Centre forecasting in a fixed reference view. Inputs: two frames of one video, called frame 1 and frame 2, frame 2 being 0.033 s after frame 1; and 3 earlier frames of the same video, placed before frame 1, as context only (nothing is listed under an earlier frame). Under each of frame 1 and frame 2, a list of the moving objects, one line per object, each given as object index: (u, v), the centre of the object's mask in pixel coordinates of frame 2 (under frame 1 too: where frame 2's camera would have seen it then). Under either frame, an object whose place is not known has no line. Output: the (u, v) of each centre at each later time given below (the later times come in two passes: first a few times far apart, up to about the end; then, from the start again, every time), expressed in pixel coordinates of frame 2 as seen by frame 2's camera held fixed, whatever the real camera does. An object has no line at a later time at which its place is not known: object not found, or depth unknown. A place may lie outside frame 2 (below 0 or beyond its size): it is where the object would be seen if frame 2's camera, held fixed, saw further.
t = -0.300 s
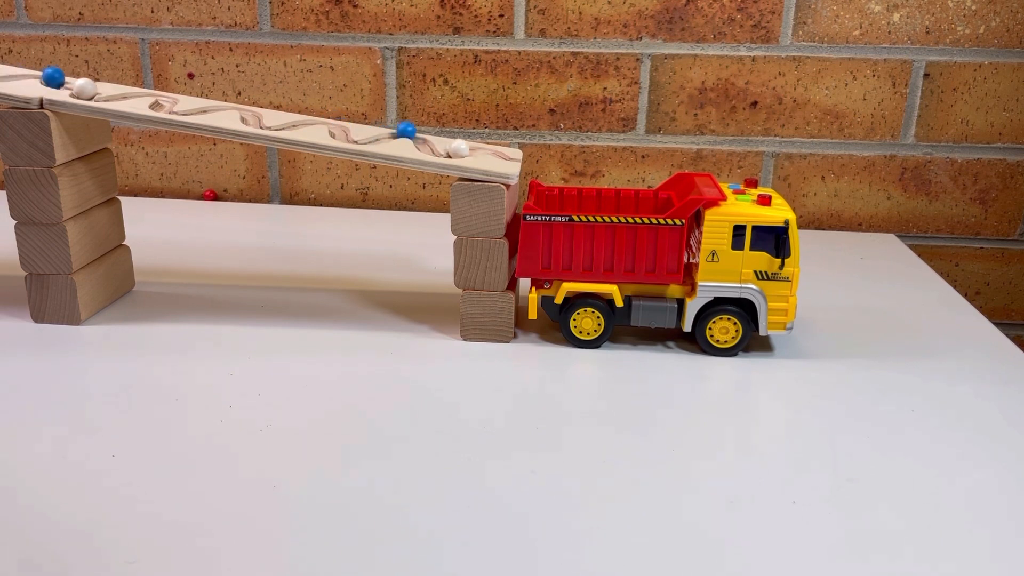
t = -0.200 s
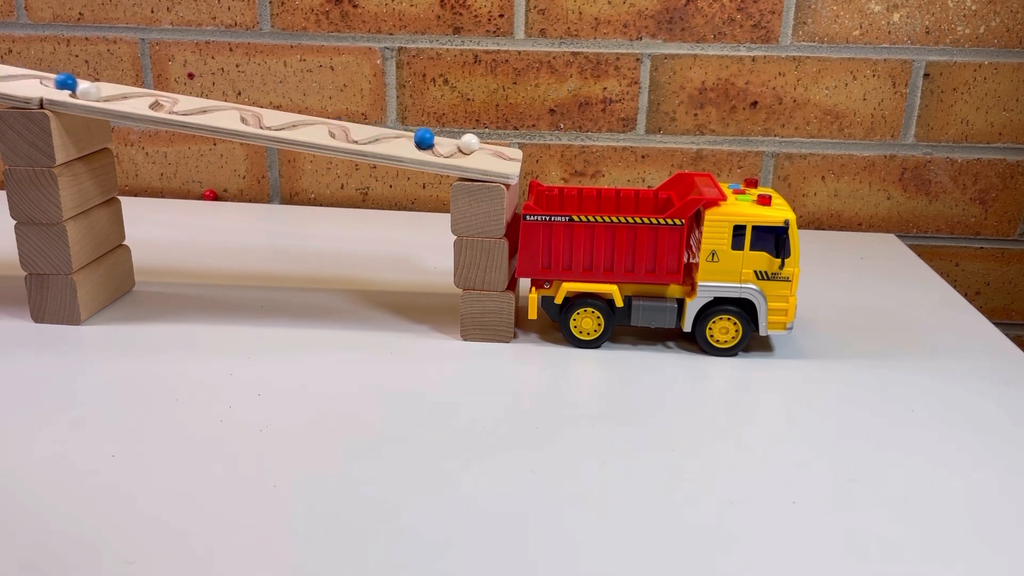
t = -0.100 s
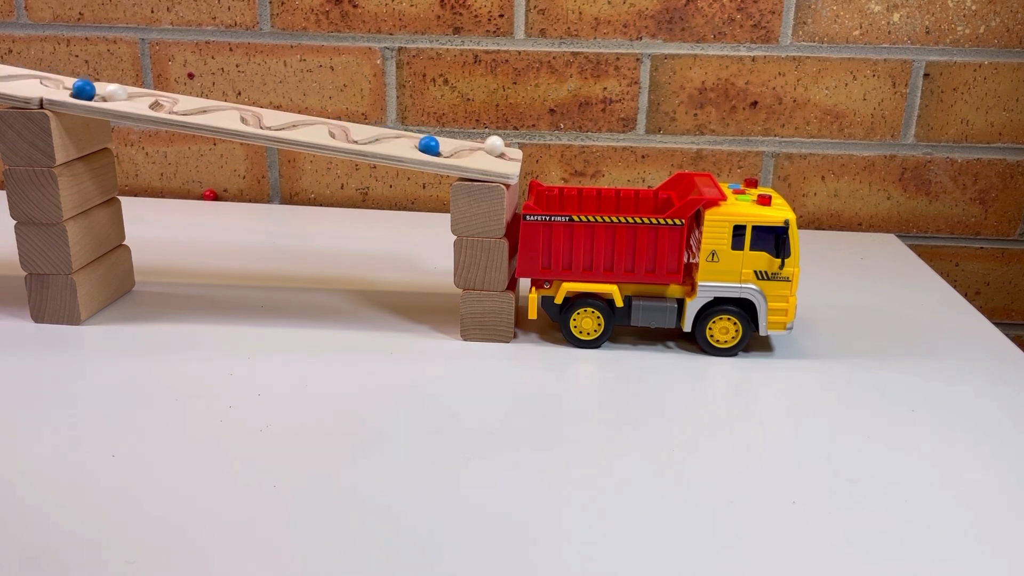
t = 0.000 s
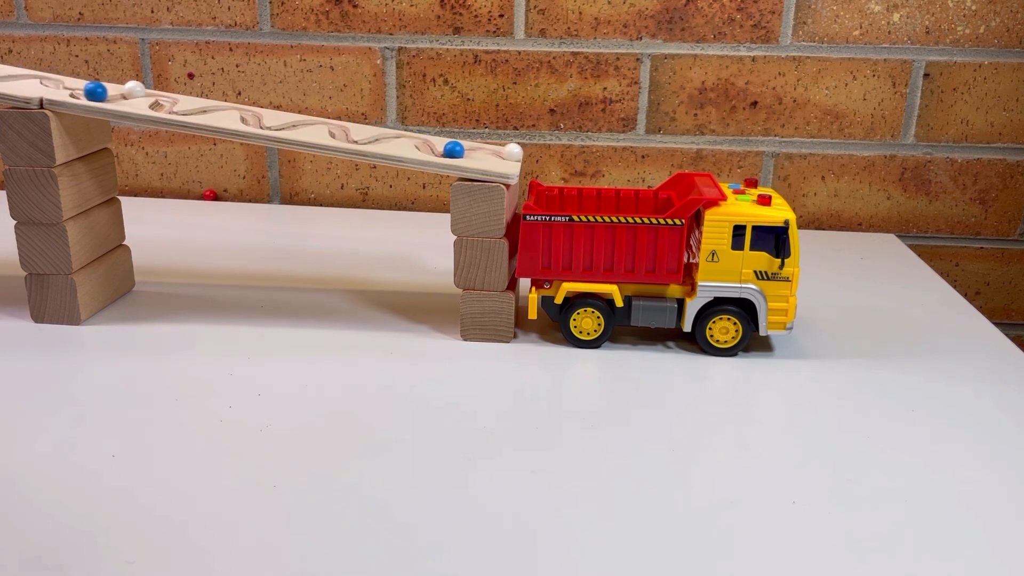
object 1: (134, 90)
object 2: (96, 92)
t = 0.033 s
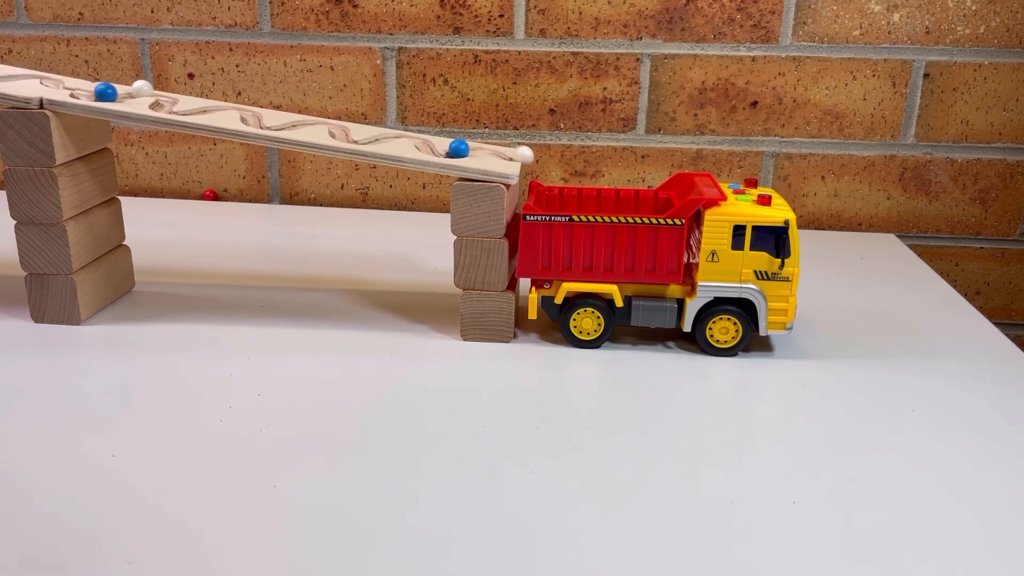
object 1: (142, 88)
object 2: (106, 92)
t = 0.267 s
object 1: (161, 102)
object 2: (159, 87)
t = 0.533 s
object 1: (218, 103)
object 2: (176, 106)
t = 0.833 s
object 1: (255, 119)
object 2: (246, 105)
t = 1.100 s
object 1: (319, 116)
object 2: (280, 121)
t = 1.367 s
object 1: (350, 133)
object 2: (333, 120)
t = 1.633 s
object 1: (395, 130)
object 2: (365, 136)
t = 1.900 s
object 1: (428, 145)
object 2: (411, 131)
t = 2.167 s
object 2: (440, 148)
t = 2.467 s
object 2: (485, 143)
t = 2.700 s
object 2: (536, 166)
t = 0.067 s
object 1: (152, 89)
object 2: (111, 93)
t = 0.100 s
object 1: (162, 92)
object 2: (119, 92)
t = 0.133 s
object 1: (168, 94)
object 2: (124, 91)
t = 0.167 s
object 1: (168, 96)
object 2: (132, 90)
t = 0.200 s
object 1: (166, 98)
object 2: (139, 89)
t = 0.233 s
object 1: (164, 100)
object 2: (148, 88)
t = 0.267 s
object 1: (161, 102)
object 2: (159, 87)
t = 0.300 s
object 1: (162, 103)
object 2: (168, 91)
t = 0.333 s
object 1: (168, 104)
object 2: (169, 91)
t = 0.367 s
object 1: (180, 107)
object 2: (165, 97)
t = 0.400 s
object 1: (191, 106)
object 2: (164, 99)
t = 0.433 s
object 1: (197, 106)
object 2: (162, 102)
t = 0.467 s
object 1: (205, 105)
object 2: (161, 103)
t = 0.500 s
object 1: (210, 104)
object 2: (165, 104)
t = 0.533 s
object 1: (218, 103)
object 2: (176, 106)
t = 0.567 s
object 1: (225, 102)
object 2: (188, 107)
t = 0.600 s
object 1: (236, 102)
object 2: (195, 106)
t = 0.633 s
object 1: (245, 105)
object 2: (201, 106)
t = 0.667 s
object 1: (250, 108)
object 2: (207, 104)
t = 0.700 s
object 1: (252, 111)
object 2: (214, 104)
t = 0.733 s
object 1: (252, 113)
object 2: (220, 102)
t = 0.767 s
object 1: (252, 115)
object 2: (230, 102)
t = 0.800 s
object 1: (253, 117)
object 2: (239, 102)
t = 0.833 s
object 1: (255, 119)
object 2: (246, 105)
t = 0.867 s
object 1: (263, 120)
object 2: (250, 108)
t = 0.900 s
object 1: (275, 122)
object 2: (251, 111)
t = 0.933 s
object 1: (285, 122)
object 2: (252, 114)
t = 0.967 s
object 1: (291, 121)
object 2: (252, 116)
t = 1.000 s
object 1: (297, 120)
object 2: (253, 118)
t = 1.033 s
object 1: (303, 118)
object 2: (259, 120)
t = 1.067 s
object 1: (310, 117)
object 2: (270, 121)
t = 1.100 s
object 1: (319, 116)
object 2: (280, 121)
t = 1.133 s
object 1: (329, 118)
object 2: (285, 121)
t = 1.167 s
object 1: (336, 121)
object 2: (292, 121)
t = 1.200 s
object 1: (339, 124)
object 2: (297, 120)
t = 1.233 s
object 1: (339, 126)
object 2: (303, 118)
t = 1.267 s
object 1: (340, 129)
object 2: (307, 117)
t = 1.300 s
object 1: (340, 131)
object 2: (315, 116)
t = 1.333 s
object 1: (343, 133)
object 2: (325, 117)
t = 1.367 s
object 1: (350, 133)
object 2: (333, 120)
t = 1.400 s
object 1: (361, 136)
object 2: (338, 123)
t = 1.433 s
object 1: (369, 136)
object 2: (340, 125)
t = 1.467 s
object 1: (375, 135)
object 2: (341, 128)
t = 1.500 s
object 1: (378, 135)
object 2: (340, 130)
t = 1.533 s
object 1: (382, 133)
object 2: (341, 132)
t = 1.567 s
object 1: (386, 132)
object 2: (346, 134)
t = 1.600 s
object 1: (390, 131)
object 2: (355, 135)
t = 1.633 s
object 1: (395, 130)
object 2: (365, 136)
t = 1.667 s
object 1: (402, 130)
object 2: (372, 136)
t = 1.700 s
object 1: (410, 131)
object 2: (376, 135)
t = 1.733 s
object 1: (418, 134)
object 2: (380, 134)
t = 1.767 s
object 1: (422, 136)
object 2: (385, 132)
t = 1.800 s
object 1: (424, 139)
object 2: (389, 131)
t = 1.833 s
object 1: (425, 141)
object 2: (394, 130)
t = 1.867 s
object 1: (426, 143)
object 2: (402, 130)
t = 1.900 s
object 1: (428, 145)
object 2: (411, 131)
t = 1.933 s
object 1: (432, 147)
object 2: (418, 134)
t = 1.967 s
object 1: (441, 148)
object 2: (422, 137)
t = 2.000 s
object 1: (451, 149)
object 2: (425, 140)
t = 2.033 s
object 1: (457, 149)
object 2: (425, 142)
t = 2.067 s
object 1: (460, 149)
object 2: (427, 144)
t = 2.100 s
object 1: (462, 147)
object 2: (429, 145)
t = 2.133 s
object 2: (432, 147)
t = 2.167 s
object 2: (440, 148)
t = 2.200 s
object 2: (449, 149)
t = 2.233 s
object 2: (456, 150)
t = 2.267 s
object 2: (459, 149)
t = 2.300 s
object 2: (461, 147)
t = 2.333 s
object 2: (464, 146)
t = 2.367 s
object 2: (466, 145)
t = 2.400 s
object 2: (471, 143)
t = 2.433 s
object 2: (476, 143)
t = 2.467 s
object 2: (485, 143)
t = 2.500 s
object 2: (492, 145)
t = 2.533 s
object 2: (496, 148)
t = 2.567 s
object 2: (501, 150)
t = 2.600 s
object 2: (507, 152)
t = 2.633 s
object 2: (516, 153)
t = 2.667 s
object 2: (526, 156)
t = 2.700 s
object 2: (536, 166)
